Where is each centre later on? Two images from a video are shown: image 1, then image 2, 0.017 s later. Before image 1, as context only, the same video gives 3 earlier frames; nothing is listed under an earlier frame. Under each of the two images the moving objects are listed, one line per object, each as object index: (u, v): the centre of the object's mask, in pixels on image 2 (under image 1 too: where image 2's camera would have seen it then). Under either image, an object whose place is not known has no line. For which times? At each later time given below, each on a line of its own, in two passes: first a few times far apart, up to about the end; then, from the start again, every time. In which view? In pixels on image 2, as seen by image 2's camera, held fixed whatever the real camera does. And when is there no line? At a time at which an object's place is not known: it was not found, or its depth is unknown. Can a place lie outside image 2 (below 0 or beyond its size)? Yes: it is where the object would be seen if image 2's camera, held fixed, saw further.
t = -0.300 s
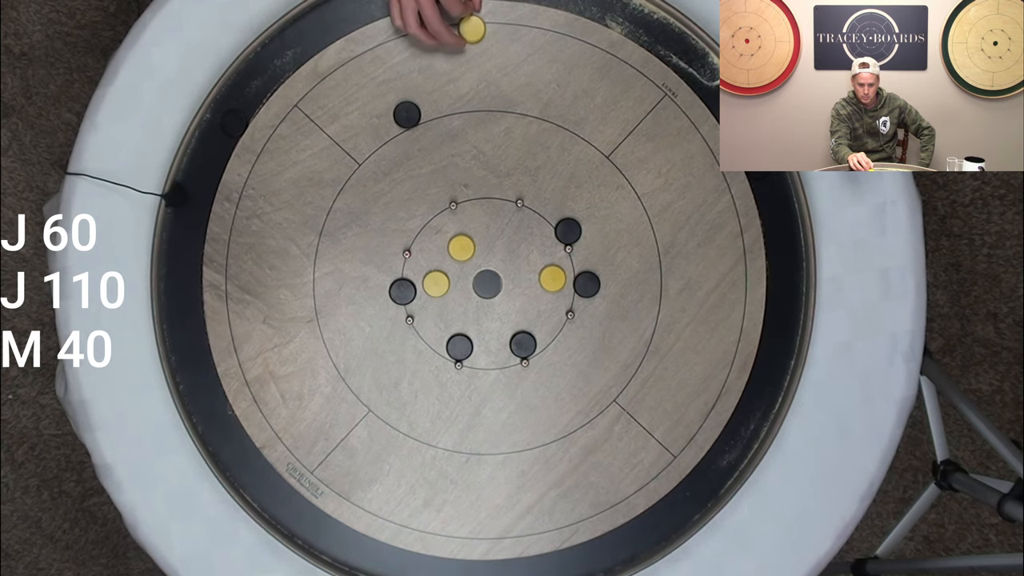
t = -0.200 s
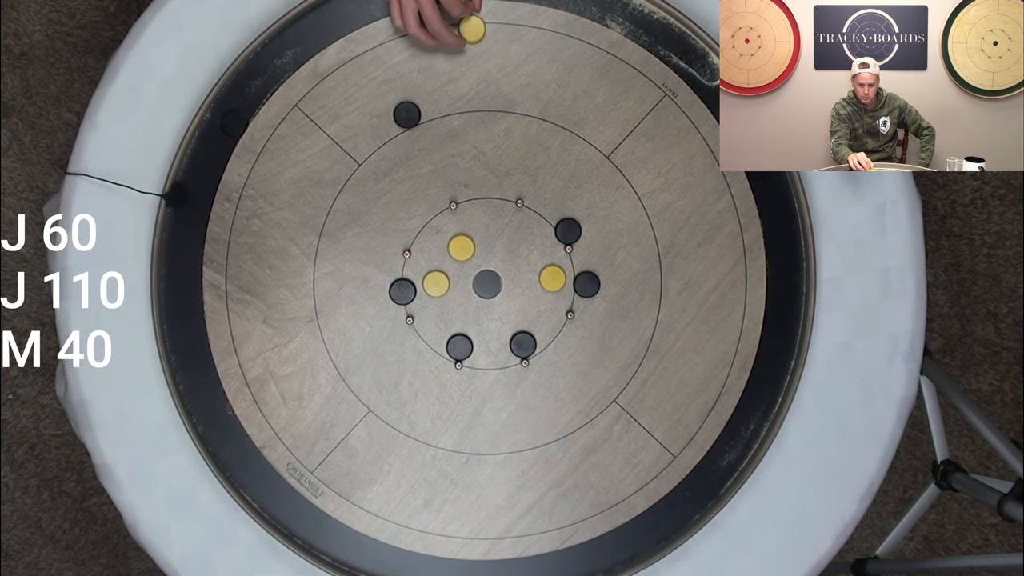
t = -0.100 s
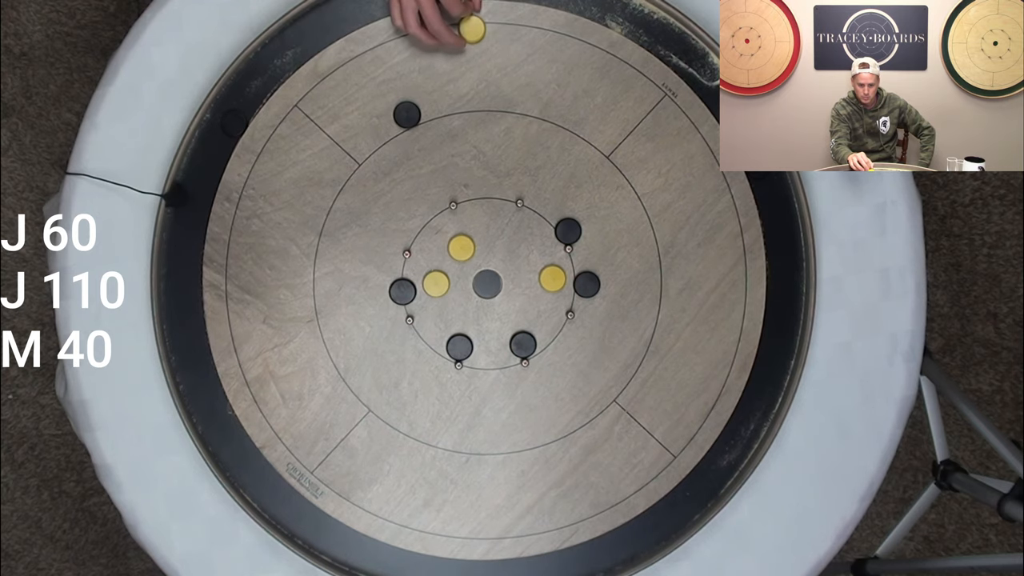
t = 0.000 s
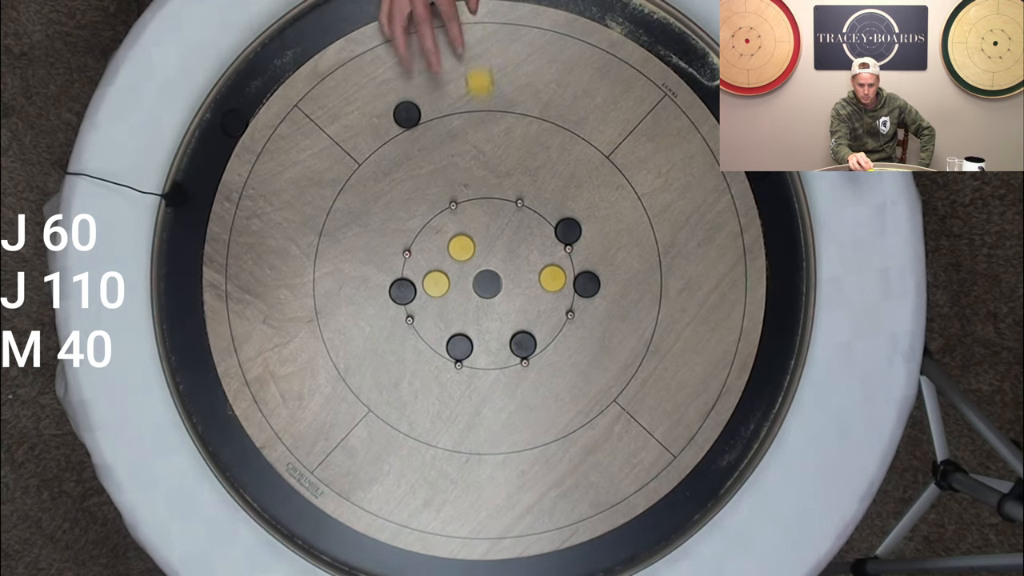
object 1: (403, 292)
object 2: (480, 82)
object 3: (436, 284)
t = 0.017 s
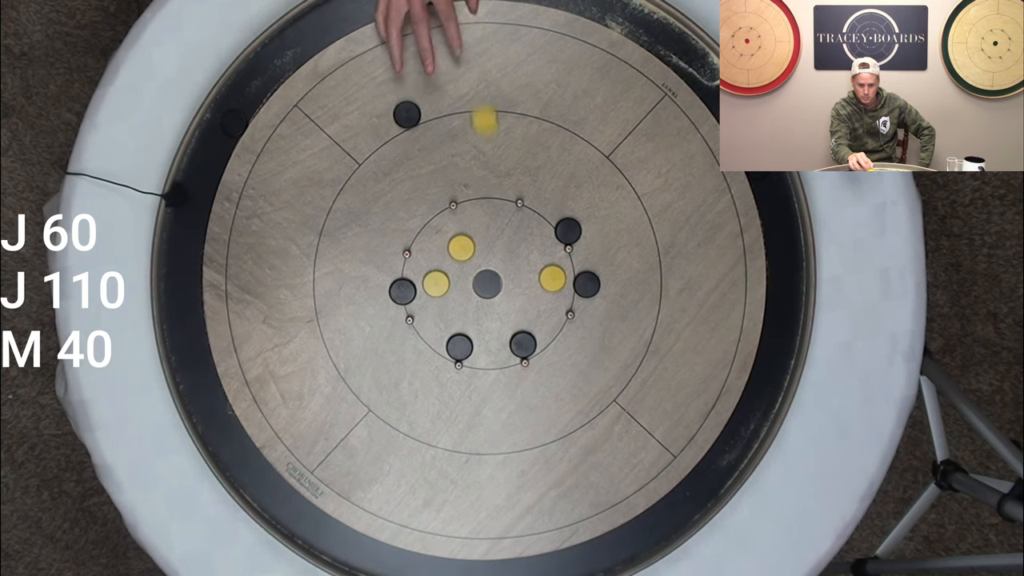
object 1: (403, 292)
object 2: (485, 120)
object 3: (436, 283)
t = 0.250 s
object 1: (368, 305)
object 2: (460, 308)
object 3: (433, 272)
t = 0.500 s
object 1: (282, 335)
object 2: (533, 336)
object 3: (434, 266)
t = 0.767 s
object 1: (232, 348)
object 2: (553, 339)
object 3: (434, 266)
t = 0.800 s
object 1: (230, 348)
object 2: (552, 339)
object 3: (434, 266)
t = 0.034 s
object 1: (402, 291)
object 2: (489, 158)
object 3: (436, 283)
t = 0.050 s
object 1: (402, 291)
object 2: (495, 195)
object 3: (436, 283)
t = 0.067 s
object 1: (402, 291)
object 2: (500, 232)
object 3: (436, 283)
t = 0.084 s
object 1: (402, 291)
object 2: (504, 269)
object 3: (436, 283)
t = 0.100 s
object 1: (402, 291)
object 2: (510, 305)
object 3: (436, 283)
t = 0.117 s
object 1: (402, 291)
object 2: (502, 317)
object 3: (436, 283)
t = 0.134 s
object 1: (402, 291)
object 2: (486, 310)
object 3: (436, 283)
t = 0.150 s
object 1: (402, 291)
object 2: (470, 303)
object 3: (436, 283)
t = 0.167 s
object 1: (402, 291)
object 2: (458, 298)
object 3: (433, 281)
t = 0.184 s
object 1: (397, 293)
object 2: (456, 297)
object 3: (423, 271)
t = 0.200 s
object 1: (389, 296)
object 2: (453, 297)
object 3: (423, 267)
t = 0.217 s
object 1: (382, 299)
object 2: (451, 296)
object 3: (431, 273)
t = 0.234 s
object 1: (375, 302)
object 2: (455, 302)
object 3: (433, 273)
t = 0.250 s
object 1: (368, 305)
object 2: (460, 308)
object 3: (433, 272)
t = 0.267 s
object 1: (361, 307)
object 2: (465, 314)
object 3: (433, 270)
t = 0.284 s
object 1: (354, 310)
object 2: (470, 320)
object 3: (434, 269)
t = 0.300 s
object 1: (348, 312)
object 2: (476, 324)
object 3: (434, 268)
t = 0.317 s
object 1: (341, 315)
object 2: (482, 325)
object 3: (434, 267)
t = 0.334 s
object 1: (335, 317)
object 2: (488, 327)
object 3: (434, 266)
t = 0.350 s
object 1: (329, 320)
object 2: (494, 328)
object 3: (434, 266)
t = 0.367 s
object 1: (323, 322)
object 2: (499, 329)
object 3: (434, 266)
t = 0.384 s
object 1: (318, 324)
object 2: (504, 330)
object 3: (434, 266)
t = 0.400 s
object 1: (312, 326)
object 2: (509, 331)
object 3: (434, 266)
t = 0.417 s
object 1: (307, 328)
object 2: (514, 332)
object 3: (434, 265)
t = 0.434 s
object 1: (302, 329)
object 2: (518, 333)
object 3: (434, 266)
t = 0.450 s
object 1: (296, 331)
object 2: (522, 334)
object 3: (434, 266)
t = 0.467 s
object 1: (291, 333)
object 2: (526, 335)
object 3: (434, 266)
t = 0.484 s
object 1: (287, 334)
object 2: (529, 336)
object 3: (434, 266)
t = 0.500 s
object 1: (282, 335)
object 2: (533, 336)
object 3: (434, 266)
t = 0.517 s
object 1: (277, 337)
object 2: (536, 337)
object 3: (434, 266)
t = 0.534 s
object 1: (272, 338)
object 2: (538, 337)
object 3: (434, 266)
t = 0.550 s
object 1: (268, 339)
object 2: (541, 338)
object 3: (434, 266)
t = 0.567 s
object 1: (264, 341)
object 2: (543, 338)
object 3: (434, 266)
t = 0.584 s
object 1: (260, 342)
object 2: (545, 338)
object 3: (434, 266)
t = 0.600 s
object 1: (256, 343)
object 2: (547, 339)
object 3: (434, 266)
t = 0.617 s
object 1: (253, 344)
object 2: (548, 339)
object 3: (434, 266)
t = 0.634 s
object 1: (249, 345)
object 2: (549, 339)
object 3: (434, 266)
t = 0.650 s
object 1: (246, 345)
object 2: (550, 339)
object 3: (434, 266)
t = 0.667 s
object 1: (243, 346)
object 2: (551, 339)
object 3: (434, 266)
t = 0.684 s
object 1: (241, 347)
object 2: (552, 339)
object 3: (434, 266)
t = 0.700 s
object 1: (239, 347)
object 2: (552, 339)
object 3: (434, 266)
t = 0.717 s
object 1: (237, 347)
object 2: (552, 339)
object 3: (434, 266)
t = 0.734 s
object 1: (235, 347)
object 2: (552, 339)
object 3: (434, 266)
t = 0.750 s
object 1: (233, 348)
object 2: (553, 339)
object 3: (434, 266)
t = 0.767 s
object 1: (232, 348)
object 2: (553, 339)
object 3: (434, 266)
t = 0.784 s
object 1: (231, 348)
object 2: (552, 339)
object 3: (434, 266)
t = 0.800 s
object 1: (230, 348)
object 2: (552, 339)
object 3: (434, 266)
